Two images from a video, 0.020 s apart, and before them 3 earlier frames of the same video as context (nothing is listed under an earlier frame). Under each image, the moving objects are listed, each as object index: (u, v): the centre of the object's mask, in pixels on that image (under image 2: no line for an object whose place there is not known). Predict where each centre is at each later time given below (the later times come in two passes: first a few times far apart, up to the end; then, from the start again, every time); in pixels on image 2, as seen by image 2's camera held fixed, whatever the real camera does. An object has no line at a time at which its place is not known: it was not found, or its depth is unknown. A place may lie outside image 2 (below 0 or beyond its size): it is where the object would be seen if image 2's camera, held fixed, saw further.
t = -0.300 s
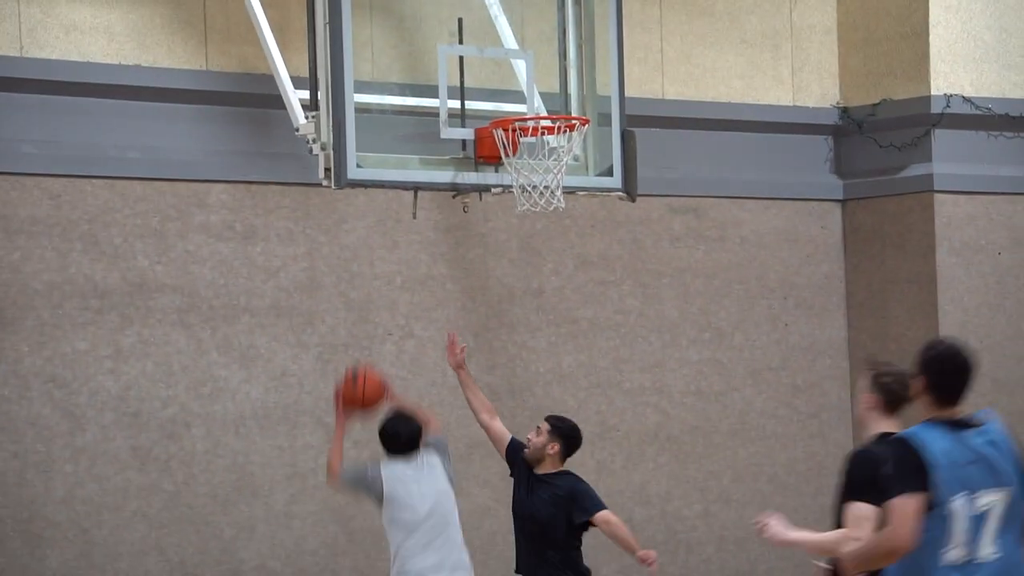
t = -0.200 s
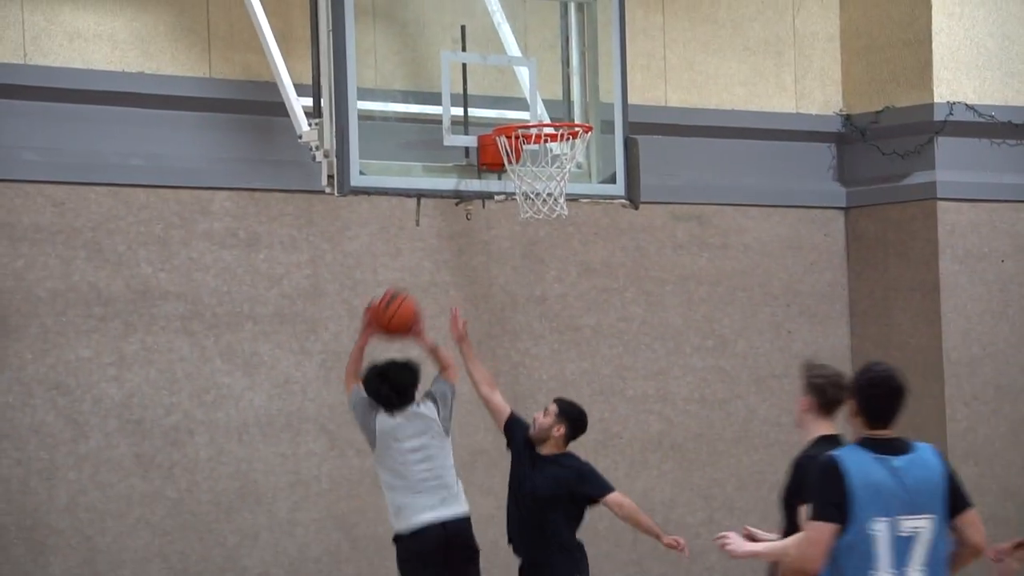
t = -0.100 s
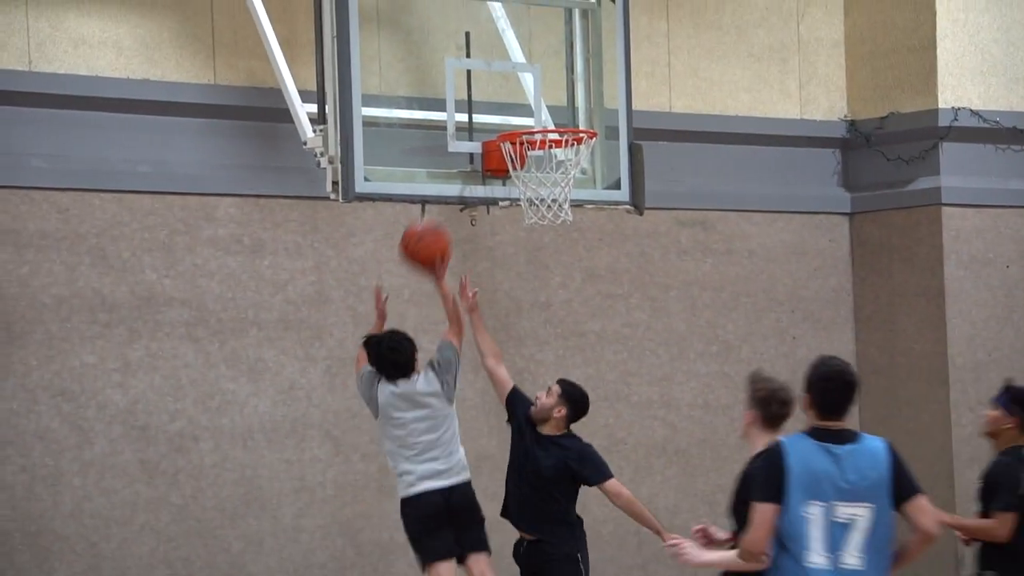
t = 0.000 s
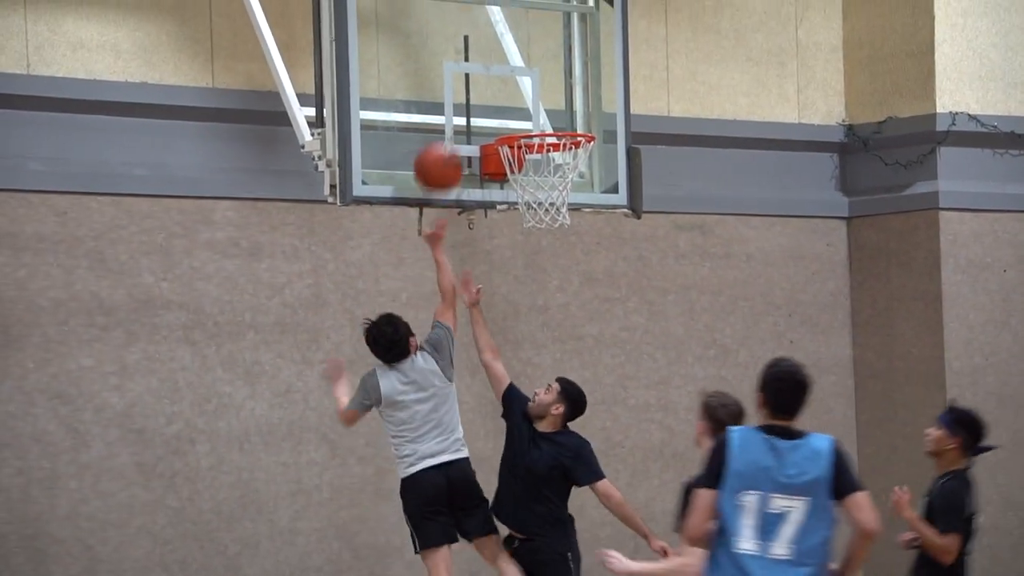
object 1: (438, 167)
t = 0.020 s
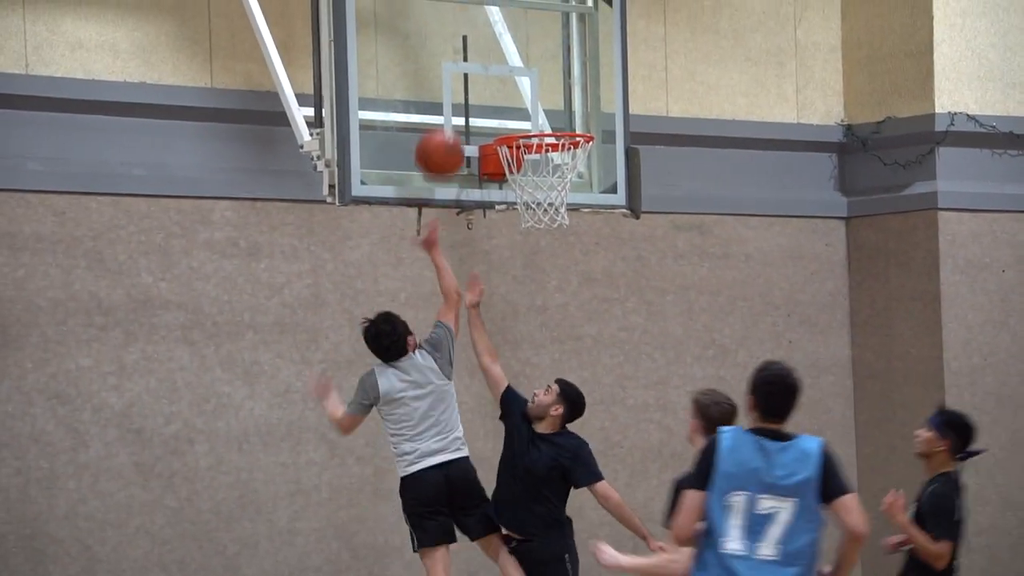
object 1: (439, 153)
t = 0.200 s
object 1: (477, 84)
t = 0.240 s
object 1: (489, 81)
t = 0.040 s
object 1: (442, 141)
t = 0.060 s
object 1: (445, 128)
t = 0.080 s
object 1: (448, 115)
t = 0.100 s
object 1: (451, 105)
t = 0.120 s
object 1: (455, 98)
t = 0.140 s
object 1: (461, 93)
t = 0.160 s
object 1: (467, 90)
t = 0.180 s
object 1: (472, 86)
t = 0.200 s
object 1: (477, 84)
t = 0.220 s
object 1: (483, 82)
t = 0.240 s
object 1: (489, 81)
